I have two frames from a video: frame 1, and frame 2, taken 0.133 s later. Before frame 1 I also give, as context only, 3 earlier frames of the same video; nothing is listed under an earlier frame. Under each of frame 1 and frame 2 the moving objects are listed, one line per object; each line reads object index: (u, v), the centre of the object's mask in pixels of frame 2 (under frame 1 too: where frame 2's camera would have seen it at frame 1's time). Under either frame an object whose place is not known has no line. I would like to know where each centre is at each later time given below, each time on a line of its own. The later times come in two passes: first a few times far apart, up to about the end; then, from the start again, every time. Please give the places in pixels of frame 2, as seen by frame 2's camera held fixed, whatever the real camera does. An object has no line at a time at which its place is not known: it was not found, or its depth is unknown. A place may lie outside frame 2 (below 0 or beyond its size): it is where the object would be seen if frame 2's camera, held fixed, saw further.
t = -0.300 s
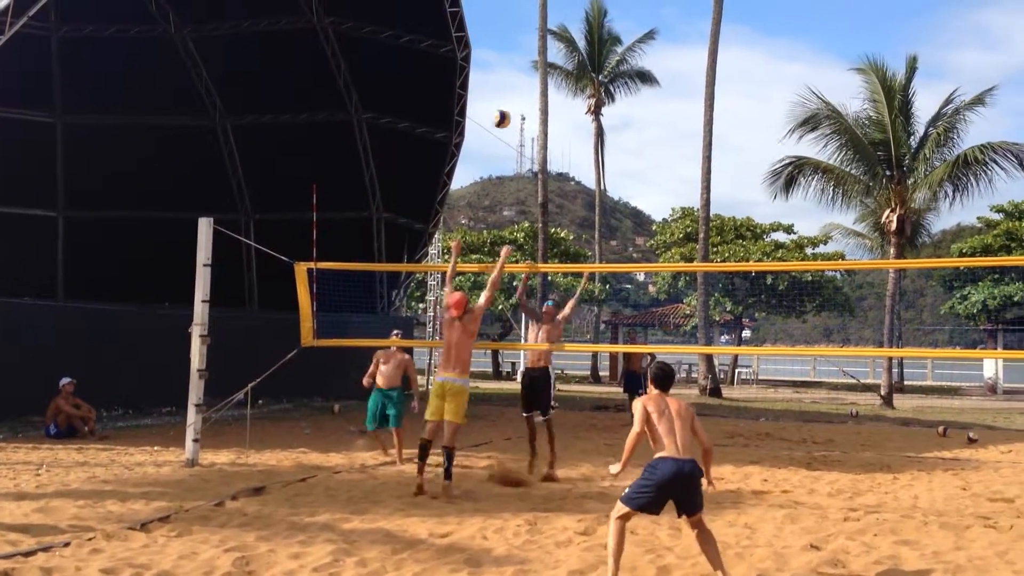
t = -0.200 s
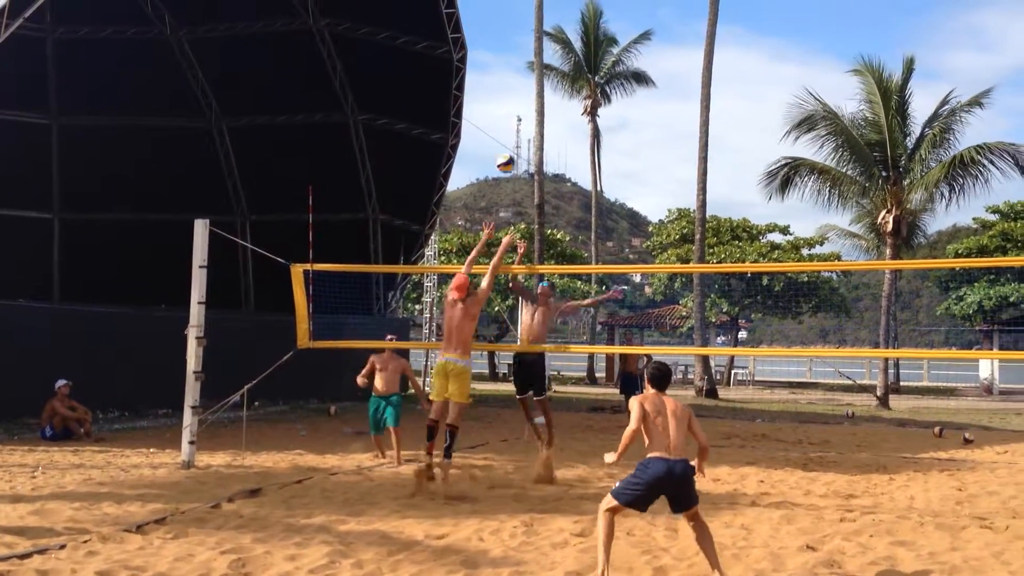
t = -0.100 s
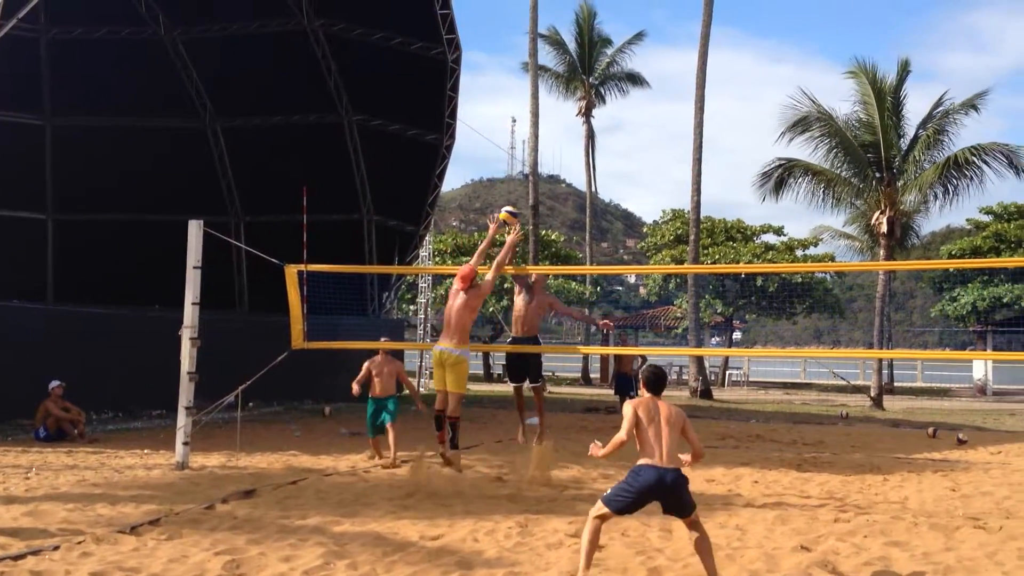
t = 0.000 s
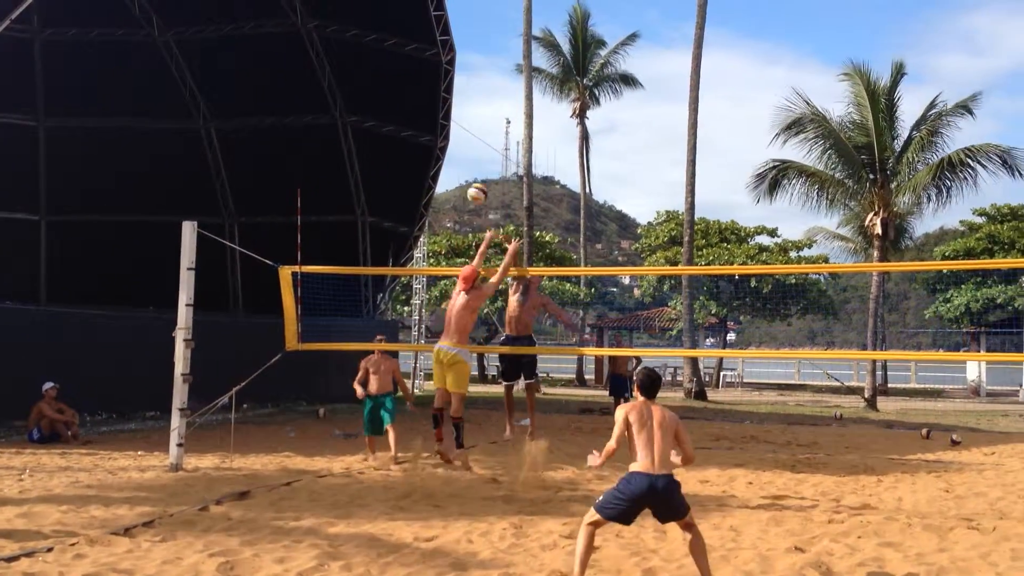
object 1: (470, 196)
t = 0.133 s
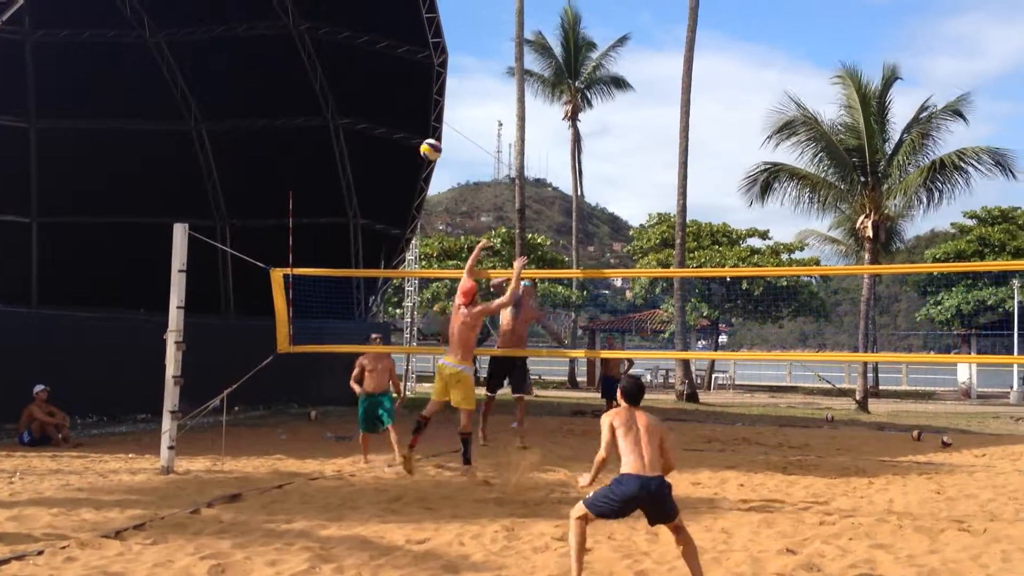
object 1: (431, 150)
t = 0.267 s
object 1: (389, 120)
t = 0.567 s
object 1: (279, 118)
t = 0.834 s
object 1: (161, 211)
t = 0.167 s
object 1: (420, 141)
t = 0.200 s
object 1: (410, 133)
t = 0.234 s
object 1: (400, 126)
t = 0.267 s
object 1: (389, 120)
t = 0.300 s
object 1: (377, 115)
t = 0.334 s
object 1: (367, 111)
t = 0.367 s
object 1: (354, 108)
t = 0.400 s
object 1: (342, 107)
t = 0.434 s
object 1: (331, 108)
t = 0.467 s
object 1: (319, 108)
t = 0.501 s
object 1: (306, 110)
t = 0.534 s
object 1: (293, 113)
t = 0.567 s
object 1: (279, 118)
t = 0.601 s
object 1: (266, 125)
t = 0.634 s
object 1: (252, 133)
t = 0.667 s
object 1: (238, 142)
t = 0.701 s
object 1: (224, 153)
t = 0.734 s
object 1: (208, 165)
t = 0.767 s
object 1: (193, 178)
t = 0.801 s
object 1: (177, 194)
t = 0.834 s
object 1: (161, 211)
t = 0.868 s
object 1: (145, 230)
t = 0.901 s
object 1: (127, 251)
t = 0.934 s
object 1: (110, 273)
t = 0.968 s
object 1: (91, 297)
